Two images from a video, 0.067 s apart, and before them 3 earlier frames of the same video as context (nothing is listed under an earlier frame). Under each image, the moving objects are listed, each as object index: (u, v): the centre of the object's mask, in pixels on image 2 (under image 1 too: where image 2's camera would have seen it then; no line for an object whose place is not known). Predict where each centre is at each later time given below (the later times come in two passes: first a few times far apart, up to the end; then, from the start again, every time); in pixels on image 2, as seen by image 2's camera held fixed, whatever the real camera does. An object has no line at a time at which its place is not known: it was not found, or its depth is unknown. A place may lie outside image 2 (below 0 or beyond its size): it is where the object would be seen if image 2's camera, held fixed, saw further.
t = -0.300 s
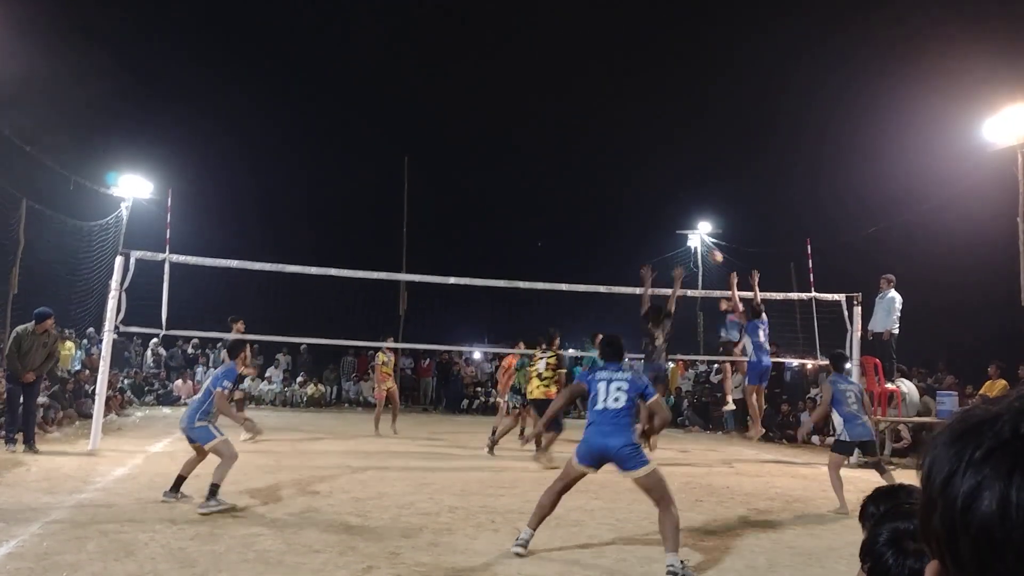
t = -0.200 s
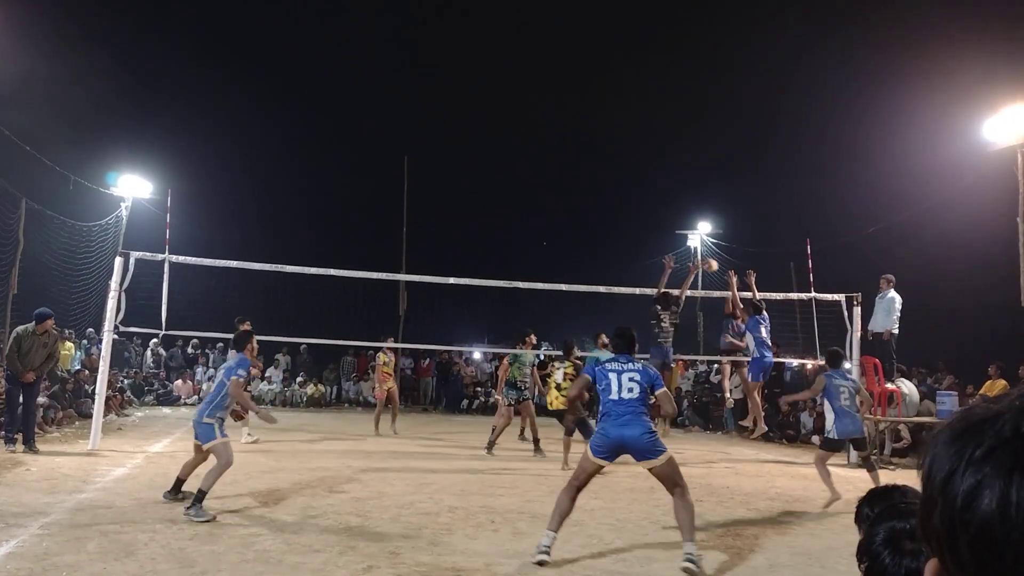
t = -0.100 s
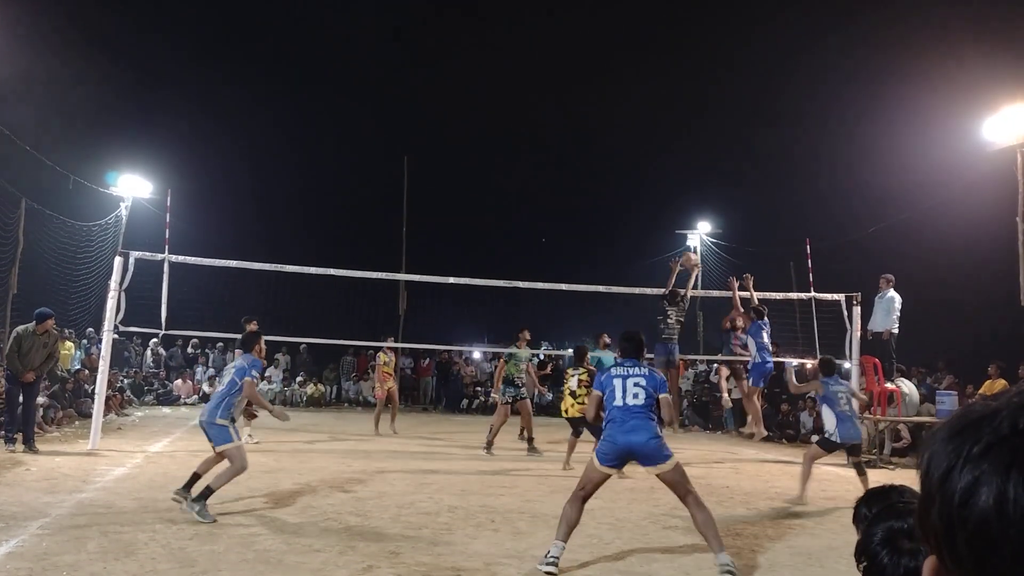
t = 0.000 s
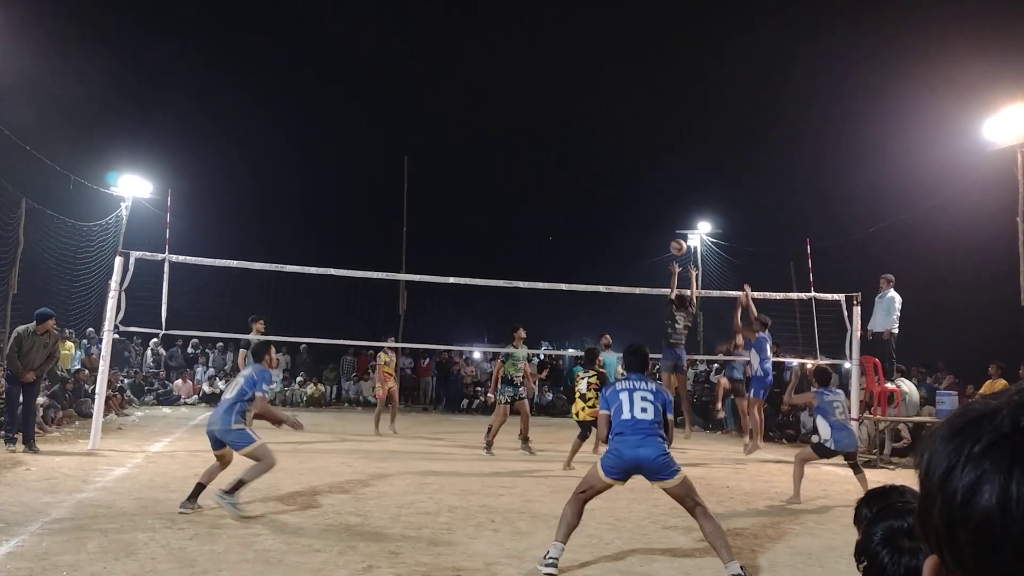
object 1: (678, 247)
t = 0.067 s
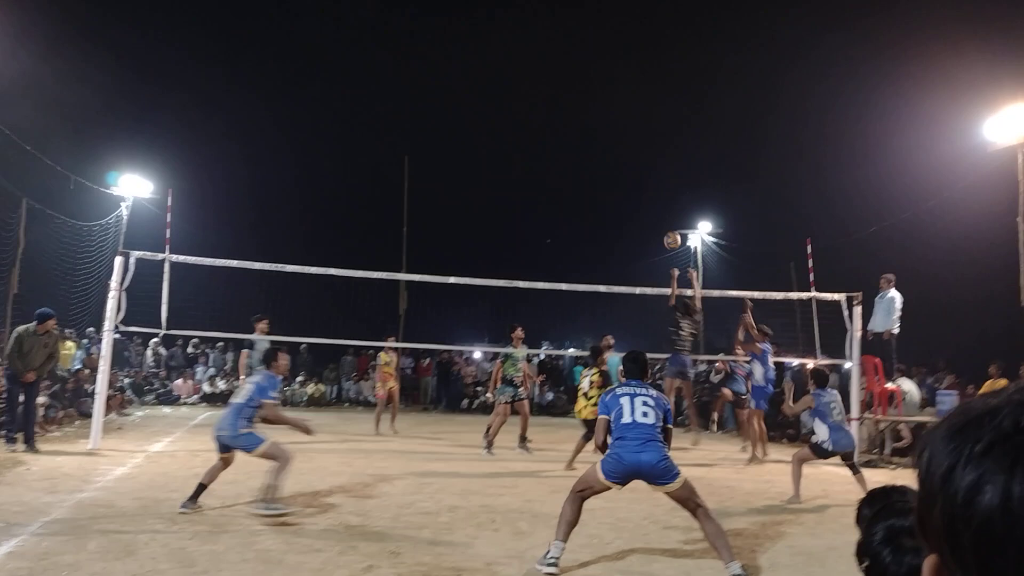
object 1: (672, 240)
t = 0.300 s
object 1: (640, 246)
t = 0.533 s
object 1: (583, 325)
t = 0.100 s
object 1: (669, 238)
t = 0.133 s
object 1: (664, 237)
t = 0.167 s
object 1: (661, 237)
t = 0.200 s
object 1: (655, 237)
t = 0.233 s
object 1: (650, 239)
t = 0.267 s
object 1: (645, 242)
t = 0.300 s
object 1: (640, 246)
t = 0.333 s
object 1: (633, 252)
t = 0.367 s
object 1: (627, 260)
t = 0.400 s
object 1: (619, 269)
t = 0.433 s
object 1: (613, 279)
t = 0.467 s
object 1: (604, 294)
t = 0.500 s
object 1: (594, 309)
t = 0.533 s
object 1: (583, 325)
